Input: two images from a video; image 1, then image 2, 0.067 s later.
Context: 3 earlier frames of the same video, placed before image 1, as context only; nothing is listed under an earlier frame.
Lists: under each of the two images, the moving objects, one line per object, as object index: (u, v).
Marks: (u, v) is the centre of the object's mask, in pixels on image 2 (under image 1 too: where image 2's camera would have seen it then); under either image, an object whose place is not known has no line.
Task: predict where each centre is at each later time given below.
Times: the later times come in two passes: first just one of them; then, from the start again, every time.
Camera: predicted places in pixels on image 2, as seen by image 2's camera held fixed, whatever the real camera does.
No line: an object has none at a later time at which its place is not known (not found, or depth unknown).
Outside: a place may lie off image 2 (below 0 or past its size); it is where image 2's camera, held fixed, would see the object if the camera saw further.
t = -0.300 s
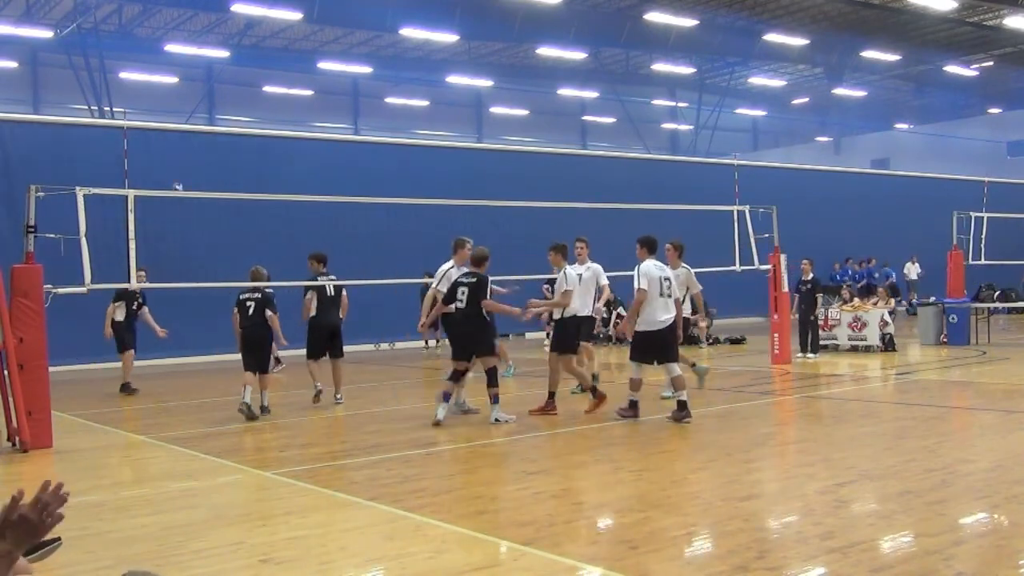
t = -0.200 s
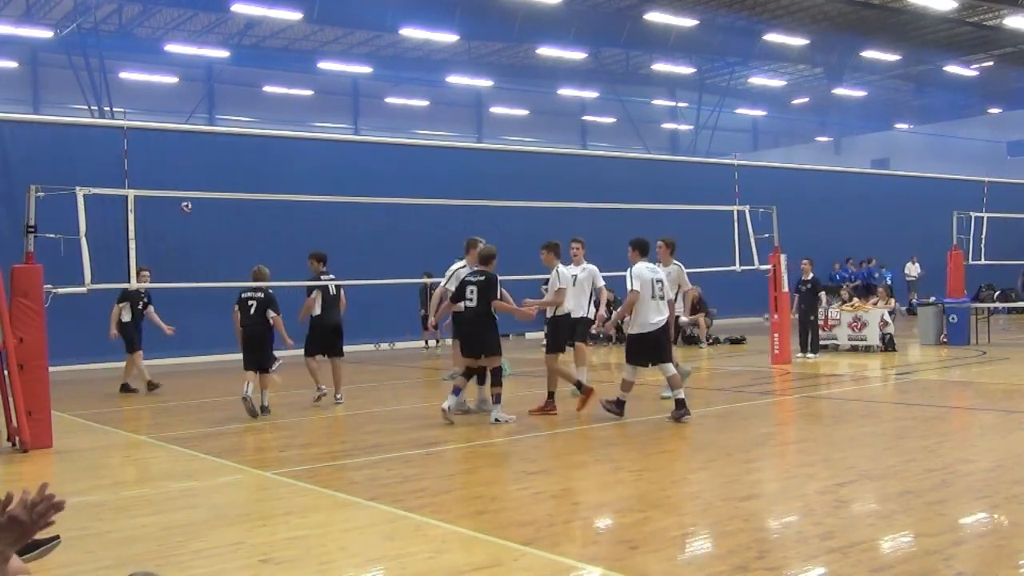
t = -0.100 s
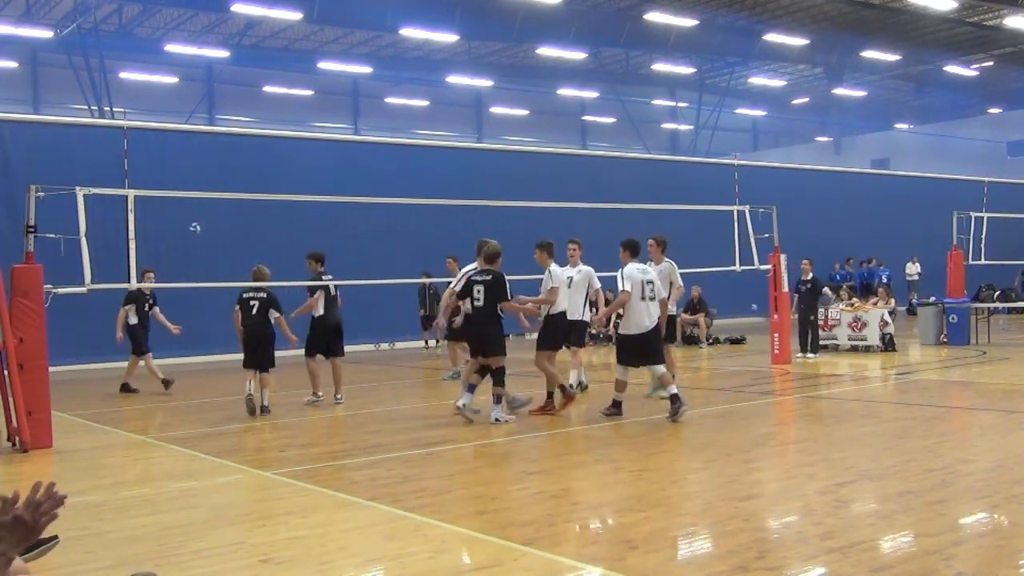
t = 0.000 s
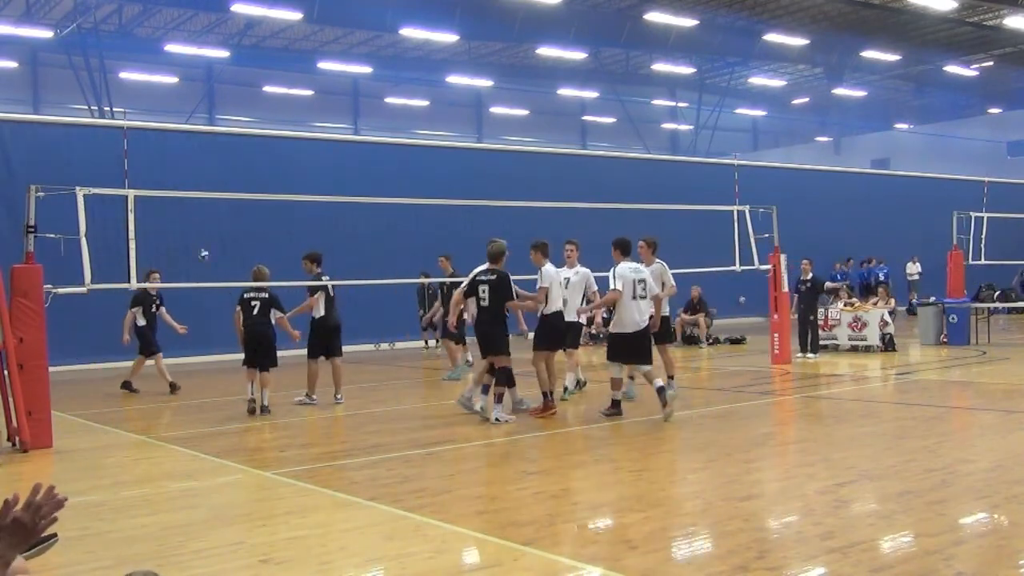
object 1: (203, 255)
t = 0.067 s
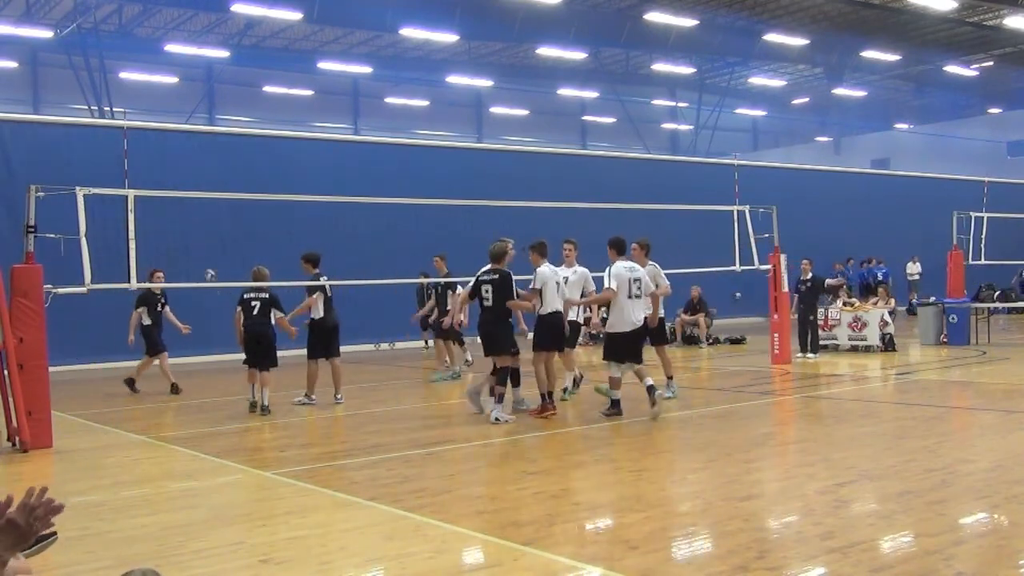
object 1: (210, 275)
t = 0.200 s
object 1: (221, 321)
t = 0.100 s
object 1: (213, 285)
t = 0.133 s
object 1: (216, 297)
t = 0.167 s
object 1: (219, 308)
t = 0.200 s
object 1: (221, 321)
